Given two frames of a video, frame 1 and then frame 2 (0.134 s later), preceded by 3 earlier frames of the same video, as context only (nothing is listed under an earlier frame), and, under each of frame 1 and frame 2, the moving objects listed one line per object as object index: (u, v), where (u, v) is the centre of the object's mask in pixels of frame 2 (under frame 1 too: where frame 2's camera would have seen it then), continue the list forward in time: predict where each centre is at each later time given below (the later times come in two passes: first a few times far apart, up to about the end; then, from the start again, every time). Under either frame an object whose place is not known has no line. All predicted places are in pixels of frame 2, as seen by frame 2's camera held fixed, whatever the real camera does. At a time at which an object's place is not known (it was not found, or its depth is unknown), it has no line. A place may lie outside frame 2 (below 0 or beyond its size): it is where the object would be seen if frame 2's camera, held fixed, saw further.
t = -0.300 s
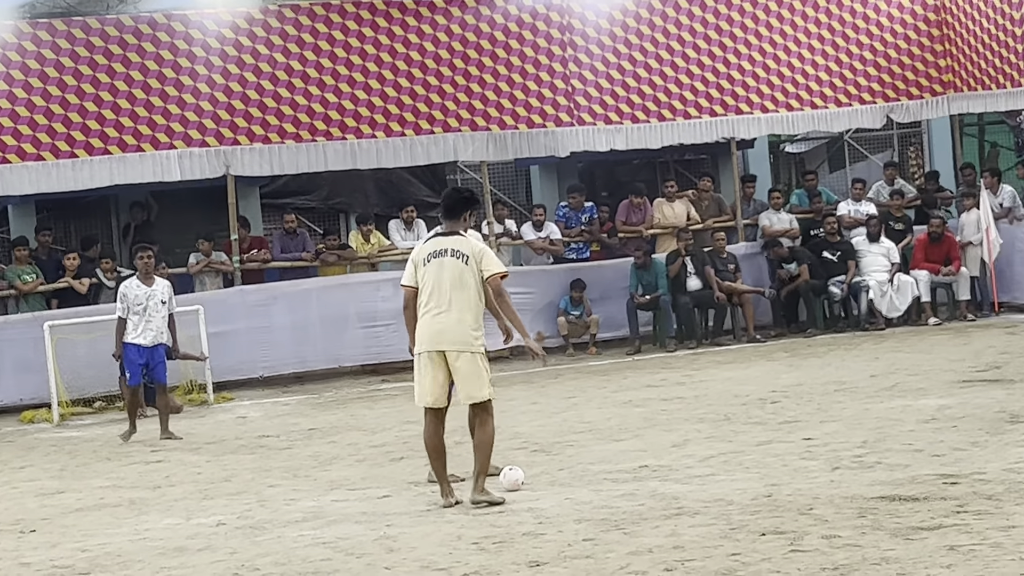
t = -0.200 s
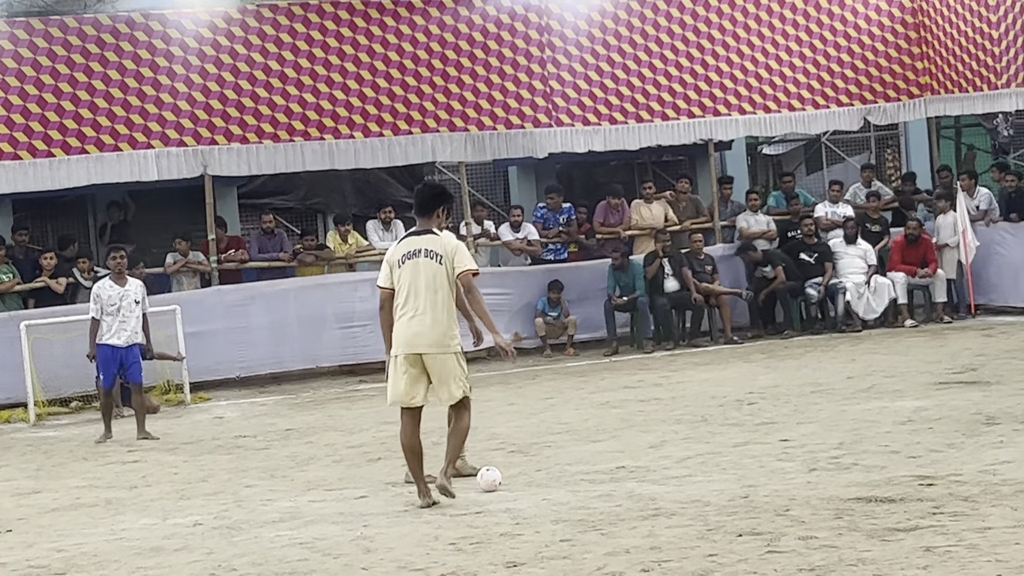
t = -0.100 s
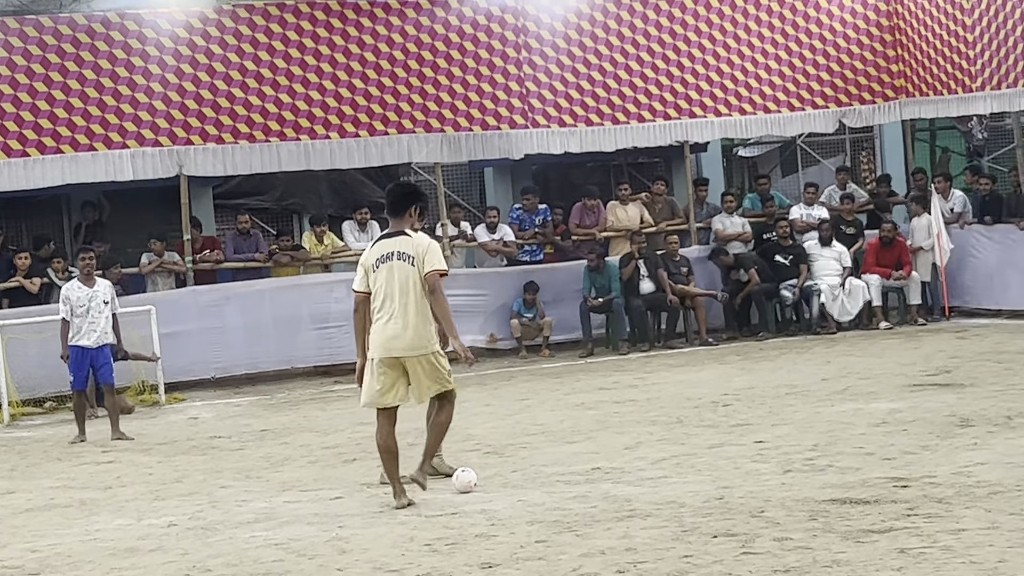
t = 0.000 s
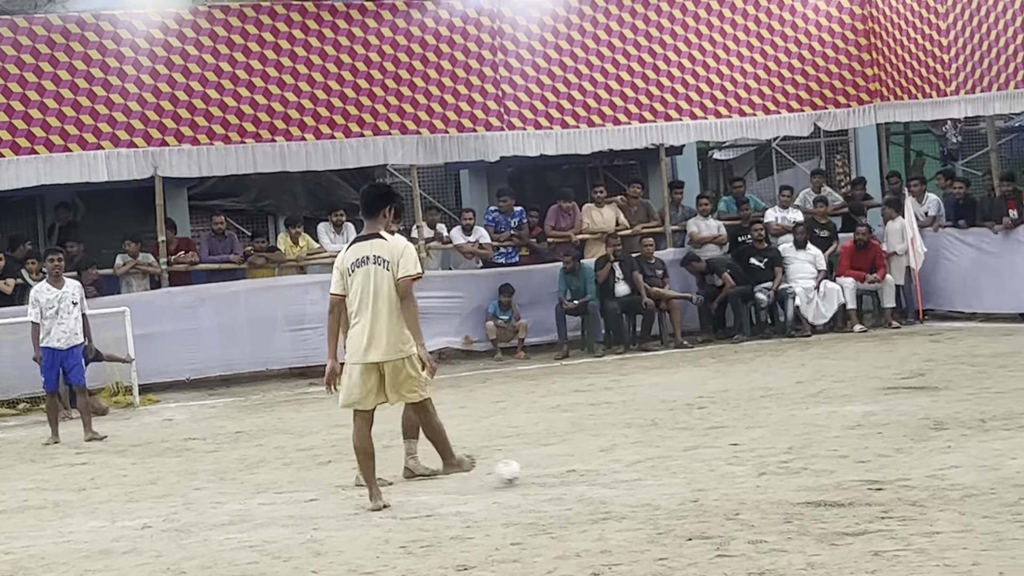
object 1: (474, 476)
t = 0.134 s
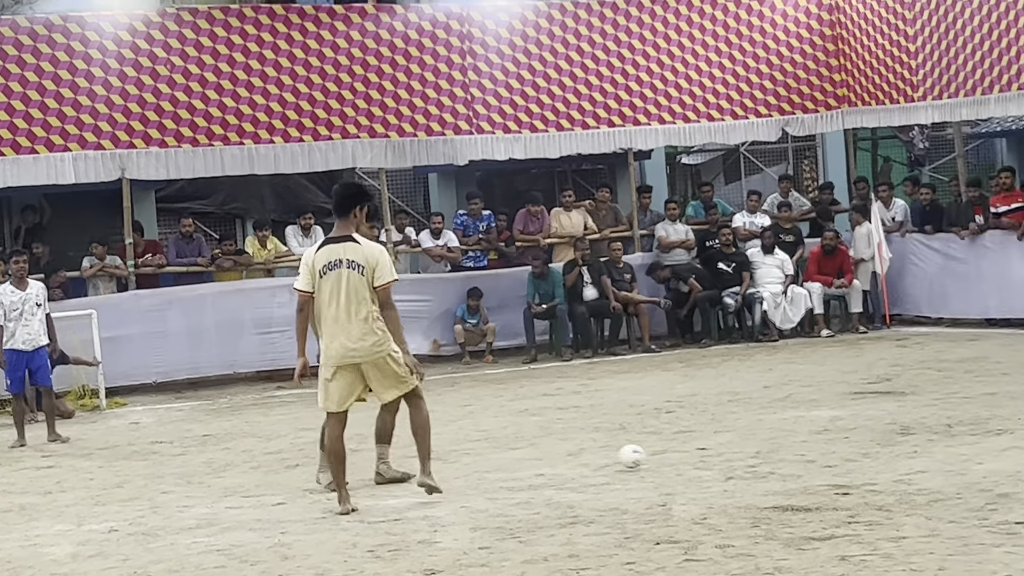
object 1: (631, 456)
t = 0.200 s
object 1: (700, 451)
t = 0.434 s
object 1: (882, 430)
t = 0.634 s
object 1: (999, 409)
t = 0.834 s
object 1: (1107, 402)
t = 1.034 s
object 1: (1215, 398)
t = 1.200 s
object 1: (1297, 386)
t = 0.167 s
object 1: (668, 456)
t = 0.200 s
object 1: (700, 451)
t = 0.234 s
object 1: (731, 446)
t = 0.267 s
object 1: (758, 441)
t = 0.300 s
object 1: (784, 437)
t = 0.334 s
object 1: (810, 435)
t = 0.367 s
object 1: (836, 435)
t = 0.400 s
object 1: (860, 432)
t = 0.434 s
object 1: (882, 430)
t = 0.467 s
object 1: (904, 428)
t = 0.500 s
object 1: (925, 426)
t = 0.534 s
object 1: (943, 419)
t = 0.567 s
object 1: (962, 414)
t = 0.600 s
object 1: (981, 410)
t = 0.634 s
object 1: (999, 409)
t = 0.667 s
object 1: (1017, 410)
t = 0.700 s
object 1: (1036, 412)
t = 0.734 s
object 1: (1054, 410)
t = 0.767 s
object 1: (1072, 405)
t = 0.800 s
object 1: (1090, 402)
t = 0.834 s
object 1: (1107, 402)
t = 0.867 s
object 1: (1125, 402)
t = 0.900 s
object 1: (1144, 405)
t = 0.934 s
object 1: (1161, 401)
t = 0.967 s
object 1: (1179, 399)
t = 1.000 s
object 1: (1197, 399)
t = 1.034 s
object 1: (1215, 398)
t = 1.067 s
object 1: (1231, 396)
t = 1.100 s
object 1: (1248, 391)
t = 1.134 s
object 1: (1265, 388)
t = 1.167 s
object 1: (1281, 387)
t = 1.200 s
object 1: (1297, 386)
